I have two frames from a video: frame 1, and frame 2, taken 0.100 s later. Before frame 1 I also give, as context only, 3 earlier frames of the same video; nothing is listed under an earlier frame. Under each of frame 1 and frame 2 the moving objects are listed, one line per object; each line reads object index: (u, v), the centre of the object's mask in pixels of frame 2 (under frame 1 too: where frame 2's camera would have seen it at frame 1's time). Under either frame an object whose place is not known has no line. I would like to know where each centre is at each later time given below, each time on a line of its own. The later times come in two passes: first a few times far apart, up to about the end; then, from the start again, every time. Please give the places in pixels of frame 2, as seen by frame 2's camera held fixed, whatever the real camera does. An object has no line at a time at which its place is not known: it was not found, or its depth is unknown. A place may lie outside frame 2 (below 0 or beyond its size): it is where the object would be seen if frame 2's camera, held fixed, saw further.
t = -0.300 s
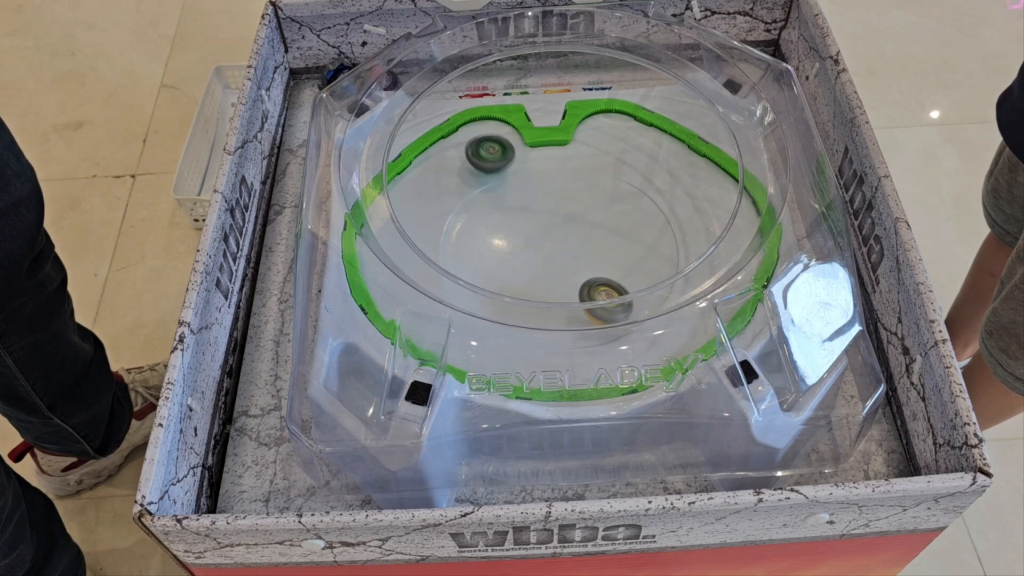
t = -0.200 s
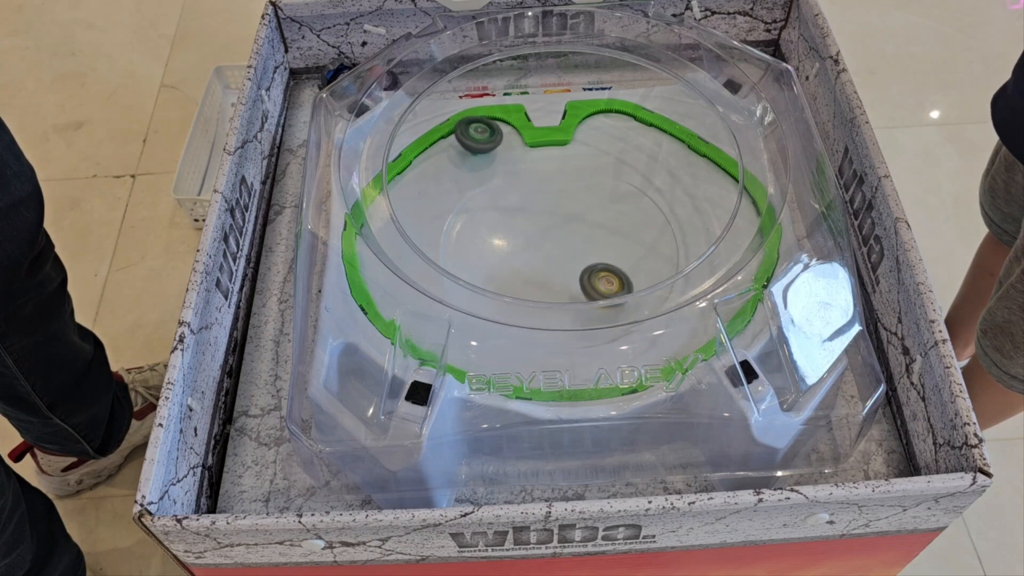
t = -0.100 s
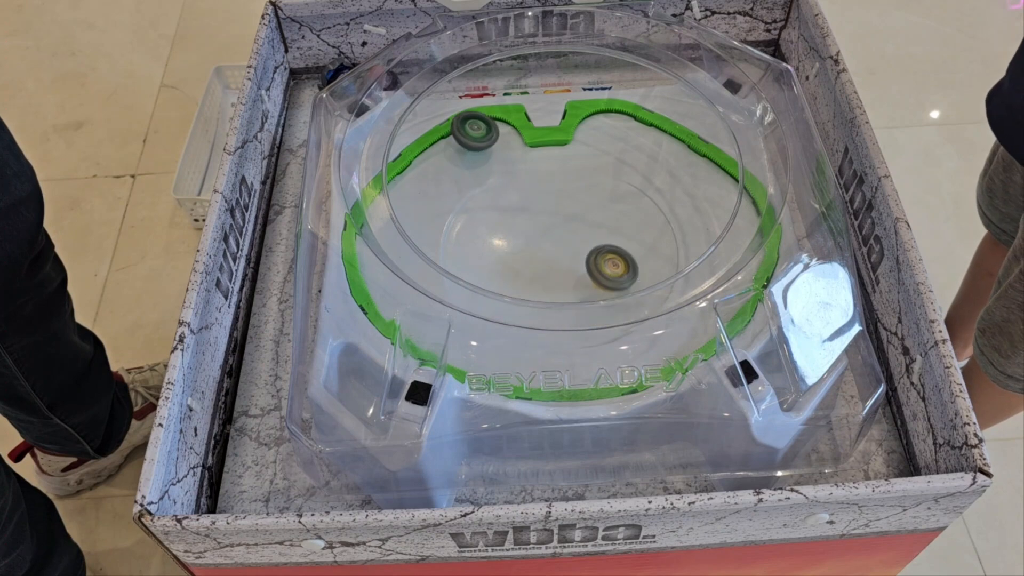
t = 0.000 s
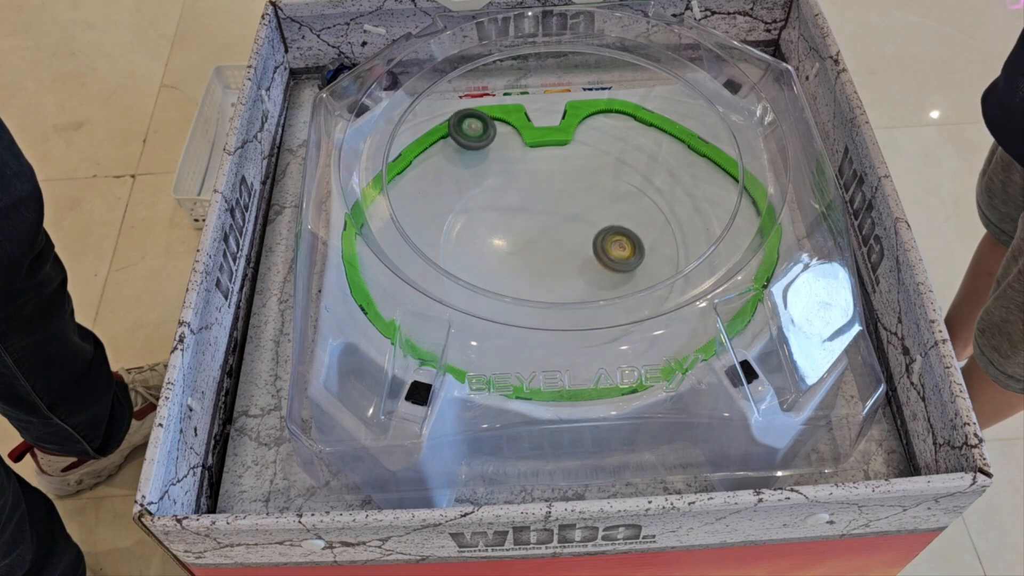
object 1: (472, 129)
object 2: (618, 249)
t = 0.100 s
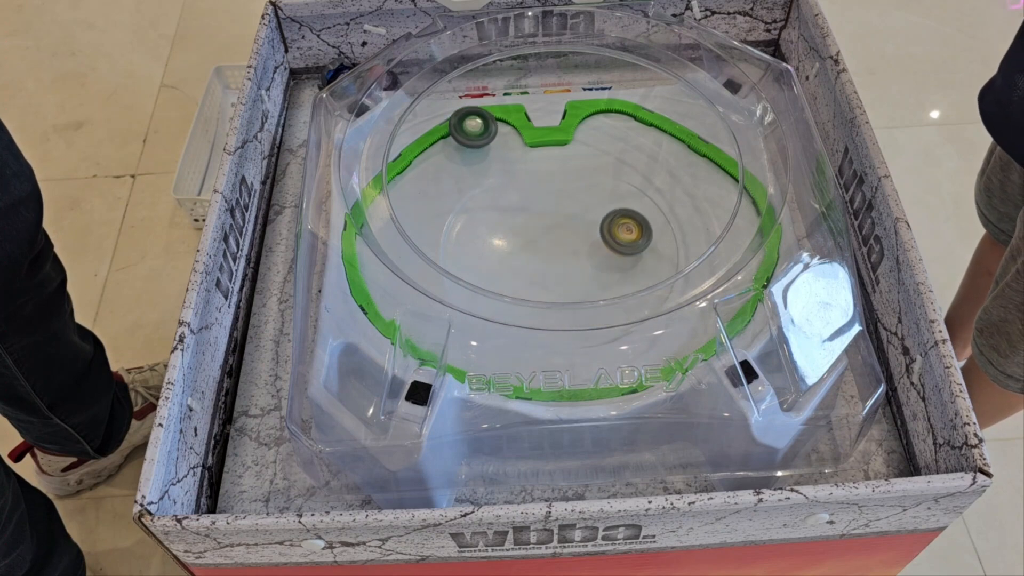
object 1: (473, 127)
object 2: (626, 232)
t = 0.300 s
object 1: (480, 122)
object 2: (636, 209)
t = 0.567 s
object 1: (498, 129)
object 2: (636, 201)
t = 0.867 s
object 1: (525, 200)
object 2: (597, 214)
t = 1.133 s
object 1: (536, 251)
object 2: (574, 212)
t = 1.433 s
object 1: (574, 274)
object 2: (544, 203)
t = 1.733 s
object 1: (529, 255)
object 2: (533, 205)
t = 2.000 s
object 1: (532, 261)
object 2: (543, 193)
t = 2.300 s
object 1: (584, 260)
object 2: (550, 220)
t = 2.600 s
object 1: (596, 299)
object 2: (507, 191)
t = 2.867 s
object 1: (576, 248)
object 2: (501, 193)
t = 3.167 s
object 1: (566, 228)
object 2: (513, 223)
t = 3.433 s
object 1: (562, 238)
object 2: (510, 256)
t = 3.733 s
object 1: (554, 229)
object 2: (505, 269)
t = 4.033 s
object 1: (572, 225)
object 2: (527, 266)
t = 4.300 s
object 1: (607, 231)
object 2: (544, 280)
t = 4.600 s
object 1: (586, 237)
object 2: (548, 287)
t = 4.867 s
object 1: (554, 230)
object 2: (556, 276)
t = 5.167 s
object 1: (578, 223)
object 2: (588, 265)
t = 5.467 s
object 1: (582, 215)
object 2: (596, 276)
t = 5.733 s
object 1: (561, 229)
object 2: (583, 266)
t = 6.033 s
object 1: (541, 176)
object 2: (582, 289)
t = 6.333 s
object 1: (560, 226)
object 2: (592, 275)
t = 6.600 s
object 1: (534, 217)
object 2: (626, 294)
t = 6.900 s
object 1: (543, 213)
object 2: (600, 283)
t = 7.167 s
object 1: (534, 237)
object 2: (605, 247)
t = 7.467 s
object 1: (543, 235)
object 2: (607, 230)
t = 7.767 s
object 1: (530, 243)
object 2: (583, 259)
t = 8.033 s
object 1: (516, 231)
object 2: (569, 259)
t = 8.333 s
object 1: (555, 230)
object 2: (588, 276)
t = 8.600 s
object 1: (563, 244)
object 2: (571, 280)
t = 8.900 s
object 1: (562, 241)
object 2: (568, 280)
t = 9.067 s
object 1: (562, 241)
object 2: (569, 280)
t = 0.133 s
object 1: (474, 126)
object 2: (628, 227)
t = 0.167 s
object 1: (475, 125)
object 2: (630, 222)
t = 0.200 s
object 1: (476, 125)
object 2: (632, 218)
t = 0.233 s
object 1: (477, 124)
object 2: (634, 214)
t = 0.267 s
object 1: (478, 123)
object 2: (635, 211)
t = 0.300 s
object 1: (480, 122)
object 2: (636, 209)
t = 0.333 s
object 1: (483, 122)
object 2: (637, 206)
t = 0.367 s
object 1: (485, 122)
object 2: (638, 204)
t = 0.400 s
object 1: (487, 122)
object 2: (639, 203)
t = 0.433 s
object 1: (488, 123)
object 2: (639, 202)
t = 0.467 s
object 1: (490, 124)
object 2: (638, 201)
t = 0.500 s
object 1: (491, 125)
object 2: (638, 201)
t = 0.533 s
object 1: (494, 127)
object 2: (637, 201)
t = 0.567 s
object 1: (498, 129)
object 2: (636, 201)
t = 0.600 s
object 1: (502, 133)
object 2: (634, 202)
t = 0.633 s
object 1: (504, 139)
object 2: (631, 203)
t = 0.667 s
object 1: (506, 146)
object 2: (627, 205)
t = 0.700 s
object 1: (509, 154)
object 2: (623, 206)
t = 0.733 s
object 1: (511, 161)
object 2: (618, 207)
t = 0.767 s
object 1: (514, 170)
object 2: (613, 210)
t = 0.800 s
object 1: (517, 180)
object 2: (608, 212)
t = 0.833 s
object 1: (520, 191)
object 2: (603, 213)
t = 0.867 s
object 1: (525, 200)
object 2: (597, 214)
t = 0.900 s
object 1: (530, 210)
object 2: (591, 214)
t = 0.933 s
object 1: (533, 219)
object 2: (589, 214)
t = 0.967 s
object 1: (529, 226)
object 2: (591, 214)
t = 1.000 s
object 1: (527, 233)
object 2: (590, 215)
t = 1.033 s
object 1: (527, 240)
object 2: (586, 215)
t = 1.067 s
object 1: (528, 245)
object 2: (582, 214)
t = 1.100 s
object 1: (531, 249)
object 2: (578, 213)
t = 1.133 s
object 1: (536, 251)
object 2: (574, 212)
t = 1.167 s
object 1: (542, 253)
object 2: (570, 211)
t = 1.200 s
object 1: (548, 255)
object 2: (566, 210)
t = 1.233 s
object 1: (554, 258)
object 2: (562, 209)
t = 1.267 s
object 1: (561, 260)
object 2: (559, 207)
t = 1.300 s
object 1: (566, 263)
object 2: (555, 206)
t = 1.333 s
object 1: (571, 266)
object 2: (552, 205)
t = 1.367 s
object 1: (573, 269)
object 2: (549, 204)
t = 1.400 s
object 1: (575, 272)
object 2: (546, 203)
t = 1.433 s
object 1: (574, 274)
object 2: (544, 203)
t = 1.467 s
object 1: (571, 275)
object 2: (542, 202)
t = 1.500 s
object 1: (567, 275)
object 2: (540, 202)
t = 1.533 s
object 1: (562, 274)
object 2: (538, 202)
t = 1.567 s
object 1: (556, 273)
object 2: (537, 202)
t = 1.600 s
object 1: (550, 271)
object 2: (536, 202)
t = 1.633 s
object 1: (544, 268)
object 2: (535, 203)
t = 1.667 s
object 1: (539, 264)
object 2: (534, 203)
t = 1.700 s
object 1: (534, 260)
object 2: (533, 204)
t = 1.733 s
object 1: (529, 255)
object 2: (533, 205)
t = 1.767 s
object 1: (525, 252)
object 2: (534, 204)
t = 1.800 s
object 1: (520, 257)
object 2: (536, 196)
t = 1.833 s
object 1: (516, 261)
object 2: (539, 193)
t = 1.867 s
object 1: (514, 263)
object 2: (541, 192)
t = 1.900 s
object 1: (515, 264)
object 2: (541, 192)
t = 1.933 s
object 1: (519, 263)
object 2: (541, 192)
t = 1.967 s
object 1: (525, 262)
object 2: (542, 192)
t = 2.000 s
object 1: (532, 261)
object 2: (543, 193)
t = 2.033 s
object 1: (540, 260)
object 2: (544, 195)
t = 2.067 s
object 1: (549, 260)
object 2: (545, 197)
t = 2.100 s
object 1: (558, 260)
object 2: (547, 200)
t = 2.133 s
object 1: (566, 260)
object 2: (548, 202)
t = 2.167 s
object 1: (572, 260)
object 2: (549, 206)
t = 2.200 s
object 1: (578, 260)
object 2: (550, 209)
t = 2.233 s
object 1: (581, 260)
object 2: (550, 213)
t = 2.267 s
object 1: (584, 260)
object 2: (550, 216)
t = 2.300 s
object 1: (584, 260)
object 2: (550, 220)
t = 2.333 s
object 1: (583, 259)
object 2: (549, 223)
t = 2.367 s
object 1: (587, 267)
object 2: (543, 216)
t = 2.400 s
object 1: (594, 279)
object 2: (533, 206)
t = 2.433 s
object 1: (598, 284)
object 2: (526, 200)
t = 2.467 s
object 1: (602, 296)
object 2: (520, 196)
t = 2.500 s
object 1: (603, 300)
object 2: (517, 194)
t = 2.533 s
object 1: (602, 300)
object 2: (514, 193)
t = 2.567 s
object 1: (599, 300)
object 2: (510, 192)
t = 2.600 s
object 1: (596, 299)
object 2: (507, 191)
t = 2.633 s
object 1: (593, 293)
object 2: (505, 190)
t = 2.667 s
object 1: (591, 285)
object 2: (503, 190)
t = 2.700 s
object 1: (588, 282)
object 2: (502, 190)
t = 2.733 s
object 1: (586, 277)
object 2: (501, 190)
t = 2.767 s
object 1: (584, 270)
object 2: (500, 190)
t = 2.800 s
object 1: (581, 263)
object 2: (500, 191)
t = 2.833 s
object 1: (579, 255)
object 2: (500, 192)
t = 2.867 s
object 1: (576, 248)
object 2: (501, 193)
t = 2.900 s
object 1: (573, 242)
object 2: (502, 196)
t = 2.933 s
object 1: (570, 236)
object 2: (504, 198)
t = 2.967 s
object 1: (567, 232)
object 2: (505, 201)
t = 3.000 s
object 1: (564, 229)
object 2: (507, 205)
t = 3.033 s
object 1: (562, 227)
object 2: (508, 208)
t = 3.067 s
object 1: (561, 226)
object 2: (510, 212)
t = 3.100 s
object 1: (561, 226)
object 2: (511, 216)
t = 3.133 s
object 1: (563, 227)
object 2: (511, 219)
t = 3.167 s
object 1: (566, 228)
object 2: (513, 223)
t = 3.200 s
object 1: (567, 230)
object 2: (513, 228)
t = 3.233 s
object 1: (568, 232)
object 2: (513, 232)
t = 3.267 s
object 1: (568, 233)
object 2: (513, 237)
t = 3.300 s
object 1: (568, 235)
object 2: (513, 240)
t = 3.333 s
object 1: (567, 237)
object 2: (513, 244)
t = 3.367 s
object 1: (565, 238)
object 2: (512, 249)
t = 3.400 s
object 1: (564, 238)
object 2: (511, 253)
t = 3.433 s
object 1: (562, 238)
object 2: (510, 256)
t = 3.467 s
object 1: (560, 238)
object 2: (509, 258)
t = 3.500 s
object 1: (559, 237)
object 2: (508, 261)
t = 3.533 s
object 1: (557, 236)
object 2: (507, 263)
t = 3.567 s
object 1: (556, 235)
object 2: (506, 265)
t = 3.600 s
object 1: (554, 234)
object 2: (505, 266)
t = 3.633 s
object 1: (554, 233)
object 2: (504, 268)
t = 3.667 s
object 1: (553, 232)
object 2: (504, 269)
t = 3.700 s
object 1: (553, 231)
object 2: (504, 269)
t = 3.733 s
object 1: (554, 229)
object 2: (505, 269)
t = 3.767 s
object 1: (554, 228)
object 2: (506, 270)
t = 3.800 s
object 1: (555, 226)
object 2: (506, 269)
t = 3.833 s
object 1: (557, 225)
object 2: (508, 269)
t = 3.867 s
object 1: (559, 224)
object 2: (510, 269)
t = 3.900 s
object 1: (561, 223)
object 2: (512, 268)
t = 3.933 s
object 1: (563, 223)
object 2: (516, 268)
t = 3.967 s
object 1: (566, 223)
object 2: (520, 267)
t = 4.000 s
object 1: (569, 224)
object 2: (523, 267)
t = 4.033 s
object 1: (572, 225)
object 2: (527, 266)
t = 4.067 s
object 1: (574, 226)
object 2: (531, 266)
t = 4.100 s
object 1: (577, 228)
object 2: (536, 266)
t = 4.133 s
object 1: (580, 230)
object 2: (540, 266)
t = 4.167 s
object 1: (583, 232)
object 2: (545, 266)
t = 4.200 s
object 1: (586, 235)
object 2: (550, 266)
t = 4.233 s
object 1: (588, 238)
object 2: (553, 267)
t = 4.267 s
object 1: (599, 234)
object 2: (548, 273)
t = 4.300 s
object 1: (607, 231)
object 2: (544, 280)
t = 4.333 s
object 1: (613, 229)
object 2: (544, 282)
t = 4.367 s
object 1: (617, 229)
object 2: (545, 284)
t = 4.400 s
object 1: (617, 230)
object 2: (547, 284)
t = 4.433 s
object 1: (616, 231)
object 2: (548, 285)
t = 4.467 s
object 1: (612, 233)
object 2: (548, 286)
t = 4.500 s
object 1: (606, 234)
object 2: (548, 287)
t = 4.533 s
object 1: (600, 236)
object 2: (548, 287)
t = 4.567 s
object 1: (593, 237)
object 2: (548, 287)
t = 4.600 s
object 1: (586, 237)
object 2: (548, 287)
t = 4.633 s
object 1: (580, 237)
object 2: (548, 287)
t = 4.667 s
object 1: (574, 236)
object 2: (548, 286)
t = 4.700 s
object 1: (569, 235)
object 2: (548, 285)
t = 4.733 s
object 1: (564, 234)
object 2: (549, 284)
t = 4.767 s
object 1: (559, 233)
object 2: (551, 282)
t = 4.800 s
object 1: (556, 232)
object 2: (552, 281)
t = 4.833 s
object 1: (555, 231)
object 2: (554, 278)
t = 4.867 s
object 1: (554, 230)
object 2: (556, 276)
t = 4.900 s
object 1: (554, 229)
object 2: (559, 274)
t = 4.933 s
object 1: (555, 229)
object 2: (562, 272)
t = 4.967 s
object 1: (556, 228)
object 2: (565, 269)
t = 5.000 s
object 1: (559, 227)
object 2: (569, 267)
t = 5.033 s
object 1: (563, 227)
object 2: (574, 265)
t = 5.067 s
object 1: (566, 226)
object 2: (578, 263)
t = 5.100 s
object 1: (569, 226)
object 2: (582, 262)
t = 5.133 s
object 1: (572, 225)
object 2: (585, 261)
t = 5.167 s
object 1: (578, 223)
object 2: (588, 265)
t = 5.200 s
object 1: (583, 218)
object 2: (589, 268)
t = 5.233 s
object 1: (586, 214)
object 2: (590, 270)
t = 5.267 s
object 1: (587, 212)
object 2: (592, 269)
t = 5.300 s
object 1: (587, 210)
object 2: (595, 270)
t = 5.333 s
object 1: (587, 209)
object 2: (597, 271)
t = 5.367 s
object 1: (587, 210)
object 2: (597, 273)
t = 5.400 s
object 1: (586, 211)
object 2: (597, 274)
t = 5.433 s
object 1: (584, 212)
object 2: (597, 276)
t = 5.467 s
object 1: (582, 215)
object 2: (596, 276)
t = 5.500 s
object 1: (580, 218)
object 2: (595, 277)
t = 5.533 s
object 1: (577, 220)
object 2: (593, 276)
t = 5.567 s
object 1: (573, 222)
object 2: (591, 276)
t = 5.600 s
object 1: (570, 225)
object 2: (589, 275)
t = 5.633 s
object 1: (567, 227)
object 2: (587, 273)
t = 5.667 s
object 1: (564, 228)
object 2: (586, 271)
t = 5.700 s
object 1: (563, 228)
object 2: (584, 269)
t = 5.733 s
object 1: (561, 229)
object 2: (583, 266)
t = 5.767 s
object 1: (560, 221)
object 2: (585, 273)
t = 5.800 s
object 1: (556, 201)
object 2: (586, 283)
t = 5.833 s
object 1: (553, 189)
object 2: (585, 292)
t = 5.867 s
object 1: (550, 185)
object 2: (582, 297)
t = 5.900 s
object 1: (547, 176)
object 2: (579, 298)
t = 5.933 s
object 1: (544, 174)
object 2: (579, 296)
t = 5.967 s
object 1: (543, 173)
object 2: (580, 295)
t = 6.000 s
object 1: (542, 173)
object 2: (582, 294)
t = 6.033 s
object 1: (541, 176)
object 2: (582, 289)
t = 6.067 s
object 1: (541, 177)
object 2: (582, 289)
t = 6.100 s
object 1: (542, 182)
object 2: (582, 288)
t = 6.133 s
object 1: (543, 187)
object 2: (582, 287)
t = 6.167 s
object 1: (547, 190)
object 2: (584, 285)
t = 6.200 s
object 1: (550, 197)
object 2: (585, 284)
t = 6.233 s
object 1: (552, 203)
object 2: (586, 282)
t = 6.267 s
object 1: (556, 210)
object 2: (588, 280)
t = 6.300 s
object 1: (558, 218)
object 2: (589, 278)
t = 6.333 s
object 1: (560, 226)
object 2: (592, 275)
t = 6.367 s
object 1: (561, 234)
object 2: (595, 273)
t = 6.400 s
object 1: (560, 239)
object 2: (597, 270)
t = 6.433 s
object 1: (557, 249)
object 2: (600, 267)
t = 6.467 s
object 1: (553, 248)
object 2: (607, 271)
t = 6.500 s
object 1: (547, 235)
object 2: (615, 278)
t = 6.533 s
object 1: (542, 228)
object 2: (622, 286)
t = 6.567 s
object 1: (536, 224)
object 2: (626, 293)
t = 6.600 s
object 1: (534, 217)
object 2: (626, 294)
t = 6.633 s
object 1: (531, 216)
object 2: (625, 295)
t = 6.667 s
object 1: (530, 212)
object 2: (623, 292)
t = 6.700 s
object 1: (529, 212)
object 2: (624, 294)
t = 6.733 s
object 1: (531, 211)
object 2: (621, 292)
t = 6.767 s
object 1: (532, 211)
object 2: (617, 291)
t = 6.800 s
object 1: (535, 211)
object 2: (612, 286)
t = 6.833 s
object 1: (537, 211)
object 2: (608, 286)
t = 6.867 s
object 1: (540, 212)
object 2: (604, 284)
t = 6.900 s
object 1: (543, 213)
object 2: (600, 283)
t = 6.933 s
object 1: (546, 216)
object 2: (596, 281)
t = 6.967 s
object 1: (548, 220)
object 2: (593, 275)
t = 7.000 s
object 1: (550, 224)
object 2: (590, 270)
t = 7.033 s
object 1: (550, 230)
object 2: (590, 263)
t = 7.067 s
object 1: (549, 235)
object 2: (590, 257)
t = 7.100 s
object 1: (545, 239)
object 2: (593, 253)
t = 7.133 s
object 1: (539, 237)
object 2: (600, 249)
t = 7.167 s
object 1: (534, 237)
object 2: (605, 247)
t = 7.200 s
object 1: (532, 235)
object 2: (609, 242)
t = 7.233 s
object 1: (531, 234)
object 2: (613, 238)
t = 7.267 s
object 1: (532, 234)
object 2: (614, 234)
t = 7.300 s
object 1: (534, 234)
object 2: (616, 231)
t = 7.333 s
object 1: (534, 235)
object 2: (615, 231)
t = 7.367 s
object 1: (537, 235)
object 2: (615, 229)
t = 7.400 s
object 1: (538, 235)
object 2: (613, 229)
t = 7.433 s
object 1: (541, 235)
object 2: (610, 230)
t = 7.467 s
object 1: (543, 235)
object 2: (607, 230)
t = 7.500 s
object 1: (547, 237)
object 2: (604, 231)
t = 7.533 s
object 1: (550, 238)
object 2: (601, 234)
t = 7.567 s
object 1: (549, 240)
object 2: (598, 237)
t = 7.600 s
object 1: (545, 240)
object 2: (600, 239)
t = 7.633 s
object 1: (540, 240)
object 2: (601, 247)
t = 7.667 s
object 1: (537, 242)
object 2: (599, 250)
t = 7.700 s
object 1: (534, 241)
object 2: (595, 253)
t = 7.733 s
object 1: (531, 240)
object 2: (590, 254)
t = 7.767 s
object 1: (530, 243)
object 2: (583, 259)
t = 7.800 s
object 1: (525, 241)
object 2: (579, 258)
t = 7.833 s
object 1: (519, 237)
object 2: (578, 266)
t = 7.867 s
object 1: (514, 239)
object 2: (575, 264)
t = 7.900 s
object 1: (511, 237)
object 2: (572, 266)
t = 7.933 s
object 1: (510, 232)
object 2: (570, 267)
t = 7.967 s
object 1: (512, 236)
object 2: (571, 261)
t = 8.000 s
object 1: (512, 233)
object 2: (570, 258)
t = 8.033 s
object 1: (516, 231)
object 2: (569, 259)
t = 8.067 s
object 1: (519, 234)
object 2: (570, 258)
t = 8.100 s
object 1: (525, 235)
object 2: (570, 256)
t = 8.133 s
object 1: (532, 233)
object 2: (568, 257)
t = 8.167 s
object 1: (537, 231)
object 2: (570, 258)
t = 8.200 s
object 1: (542, 229)
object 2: (574, 263)
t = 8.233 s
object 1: (545, 228)
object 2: (578, 265)
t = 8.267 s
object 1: (547, 229)
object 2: (583, 269)
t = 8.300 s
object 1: (551, 228)
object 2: (587, 272)
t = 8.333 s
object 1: (555, 230)
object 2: (588, 276)
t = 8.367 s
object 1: (559, 232)
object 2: (587, 279)
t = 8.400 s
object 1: (563, 235)
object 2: (582, 280)
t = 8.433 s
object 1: (567, 238)
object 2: (577, 281)
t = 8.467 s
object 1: (570, 243)
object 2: (571, 284)
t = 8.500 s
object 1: (570, 244)
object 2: (569, 283)
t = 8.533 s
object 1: (568, 243)
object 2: (570, 280)
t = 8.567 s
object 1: (566, 243)
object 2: (569, 280)
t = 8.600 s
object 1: (563, 244)
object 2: (571, 280)
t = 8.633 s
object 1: (561, 243)
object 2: (571, 280)
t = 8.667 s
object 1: (561, 242)
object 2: (570, 280)
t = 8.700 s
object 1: (562, 241)
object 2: (570, 281)
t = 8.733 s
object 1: (562, 241)
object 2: (569, 280)
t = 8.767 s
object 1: (562, 241)
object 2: (569, 280)
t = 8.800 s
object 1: (562, 241)
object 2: (569, 280)
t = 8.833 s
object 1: (562, 241)
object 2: (569, 280)
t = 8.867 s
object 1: (562, 241)
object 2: (569, 280)
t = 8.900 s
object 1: (562, 241)
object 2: (568, 280)
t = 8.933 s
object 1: (562, 241)
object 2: (568, 280)
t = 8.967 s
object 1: (562, 241)
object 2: (568, 280)
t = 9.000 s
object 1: (562, 241)
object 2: (568, 280)
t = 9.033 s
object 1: (562, 241)
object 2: (568, 280)
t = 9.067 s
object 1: (562, 241)
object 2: (569, 280)
